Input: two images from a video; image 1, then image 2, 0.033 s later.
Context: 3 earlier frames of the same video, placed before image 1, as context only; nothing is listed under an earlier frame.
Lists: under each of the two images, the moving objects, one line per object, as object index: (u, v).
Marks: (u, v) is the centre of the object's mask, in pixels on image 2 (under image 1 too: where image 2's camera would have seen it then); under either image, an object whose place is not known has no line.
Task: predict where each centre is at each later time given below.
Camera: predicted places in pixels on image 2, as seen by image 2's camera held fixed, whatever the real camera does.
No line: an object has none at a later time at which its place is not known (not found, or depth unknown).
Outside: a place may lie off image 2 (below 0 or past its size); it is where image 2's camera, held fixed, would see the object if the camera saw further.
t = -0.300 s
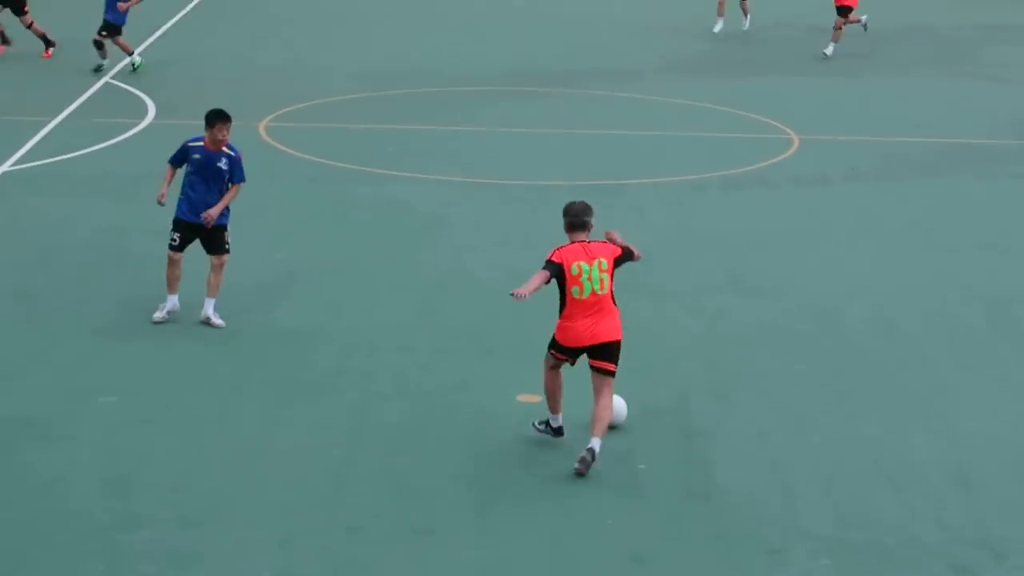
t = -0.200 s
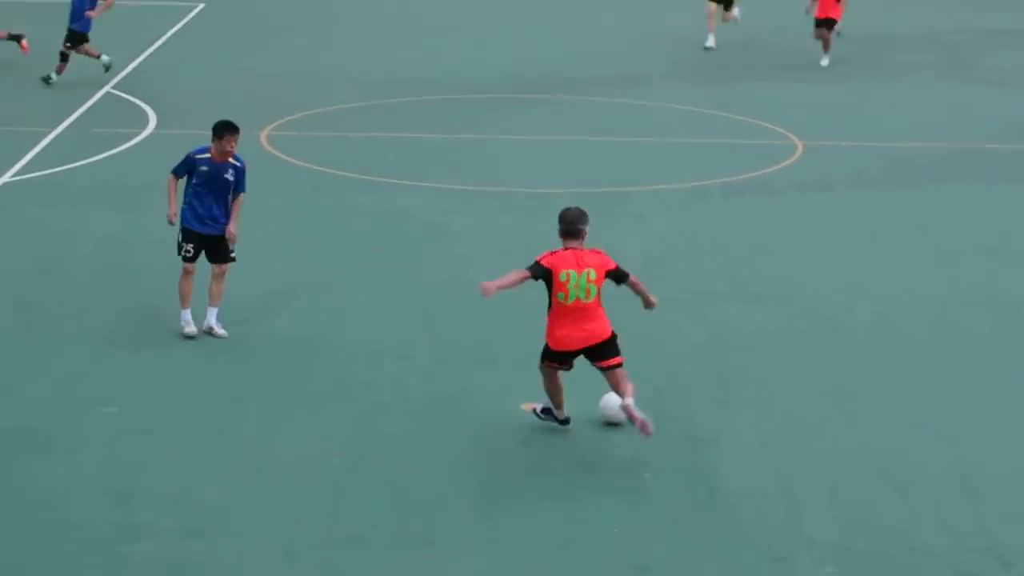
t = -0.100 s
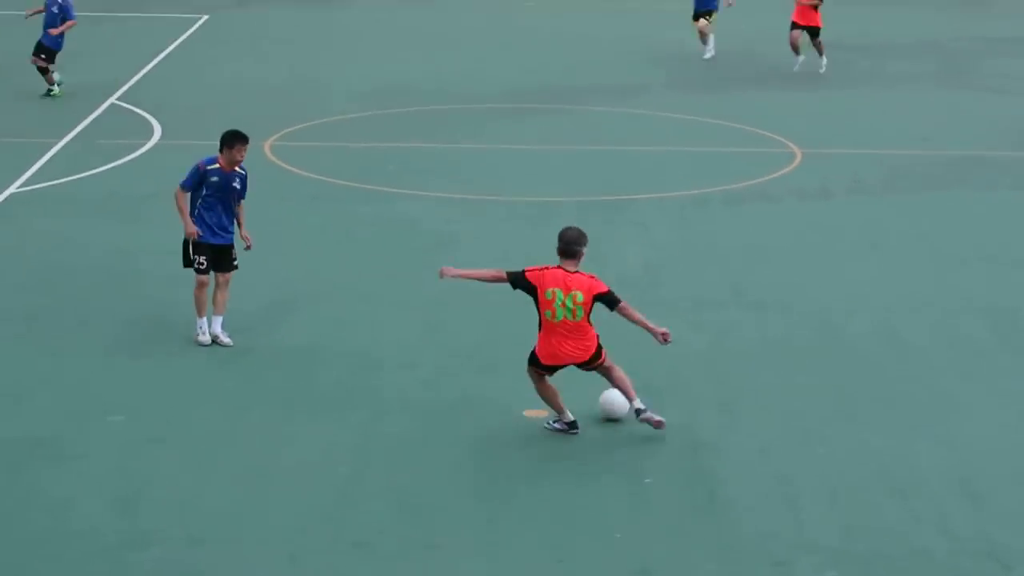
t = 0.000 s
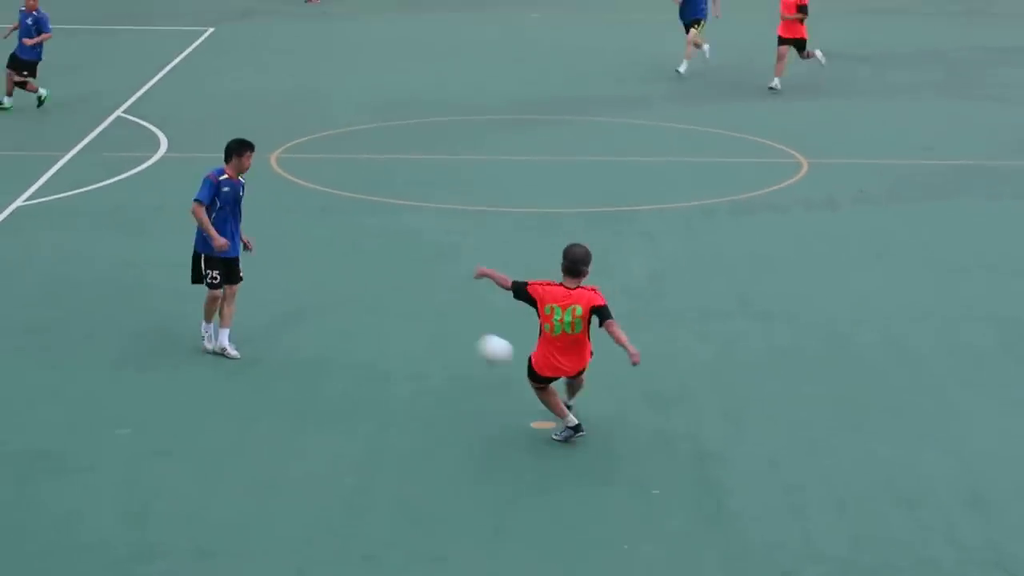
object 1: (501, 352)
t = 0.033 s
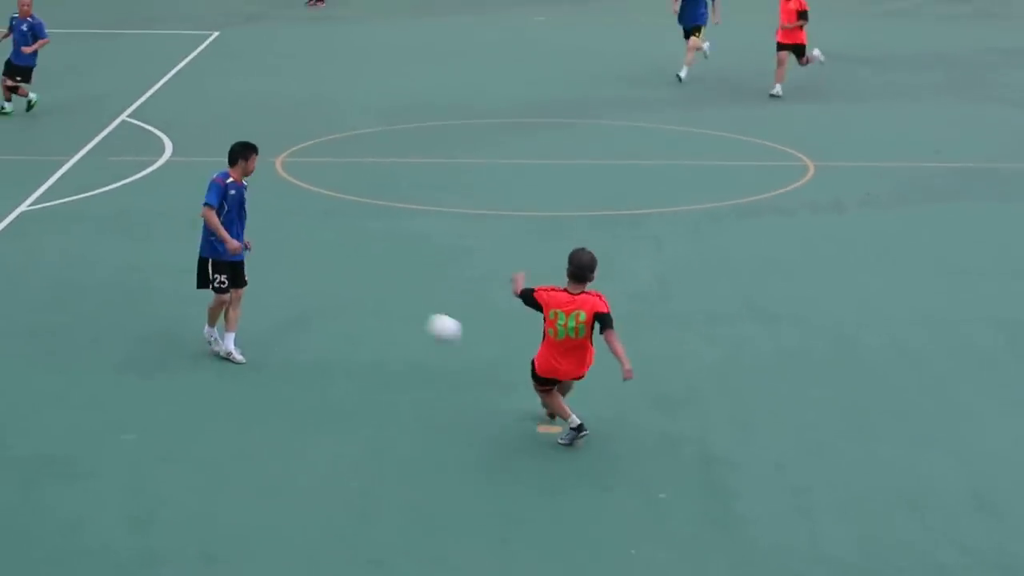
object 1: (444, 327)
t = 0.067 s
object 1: (390, 306)
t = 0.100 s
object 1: (338, 285)
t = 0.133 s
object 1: (289, 268)
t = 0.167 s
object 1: (248, 251)
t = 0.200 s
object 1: (190, 238)
